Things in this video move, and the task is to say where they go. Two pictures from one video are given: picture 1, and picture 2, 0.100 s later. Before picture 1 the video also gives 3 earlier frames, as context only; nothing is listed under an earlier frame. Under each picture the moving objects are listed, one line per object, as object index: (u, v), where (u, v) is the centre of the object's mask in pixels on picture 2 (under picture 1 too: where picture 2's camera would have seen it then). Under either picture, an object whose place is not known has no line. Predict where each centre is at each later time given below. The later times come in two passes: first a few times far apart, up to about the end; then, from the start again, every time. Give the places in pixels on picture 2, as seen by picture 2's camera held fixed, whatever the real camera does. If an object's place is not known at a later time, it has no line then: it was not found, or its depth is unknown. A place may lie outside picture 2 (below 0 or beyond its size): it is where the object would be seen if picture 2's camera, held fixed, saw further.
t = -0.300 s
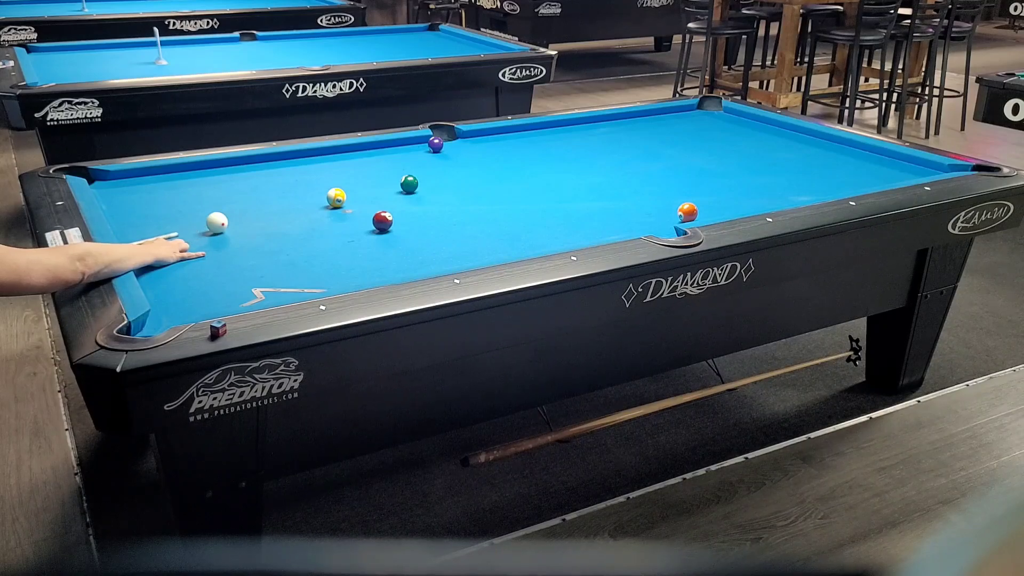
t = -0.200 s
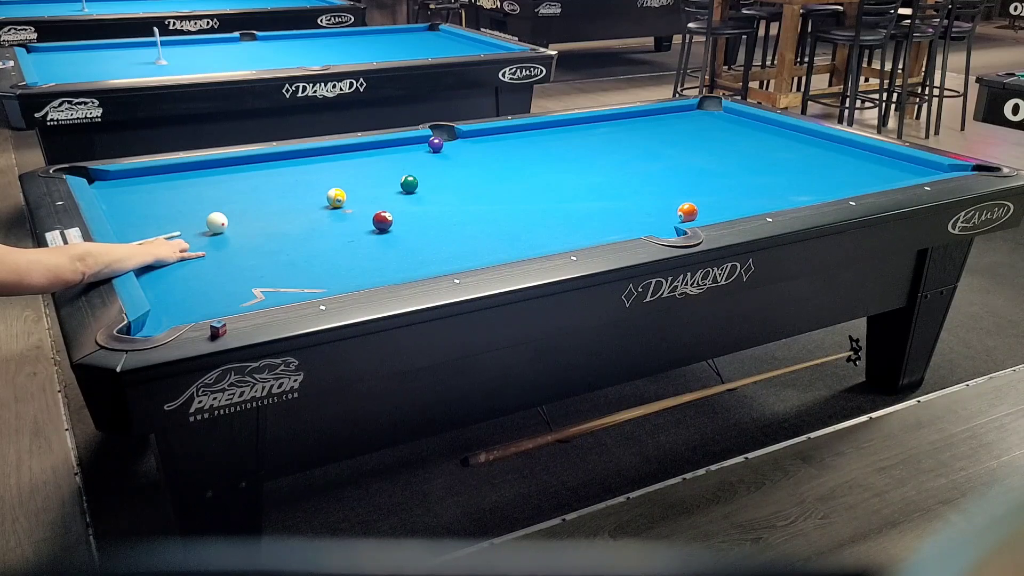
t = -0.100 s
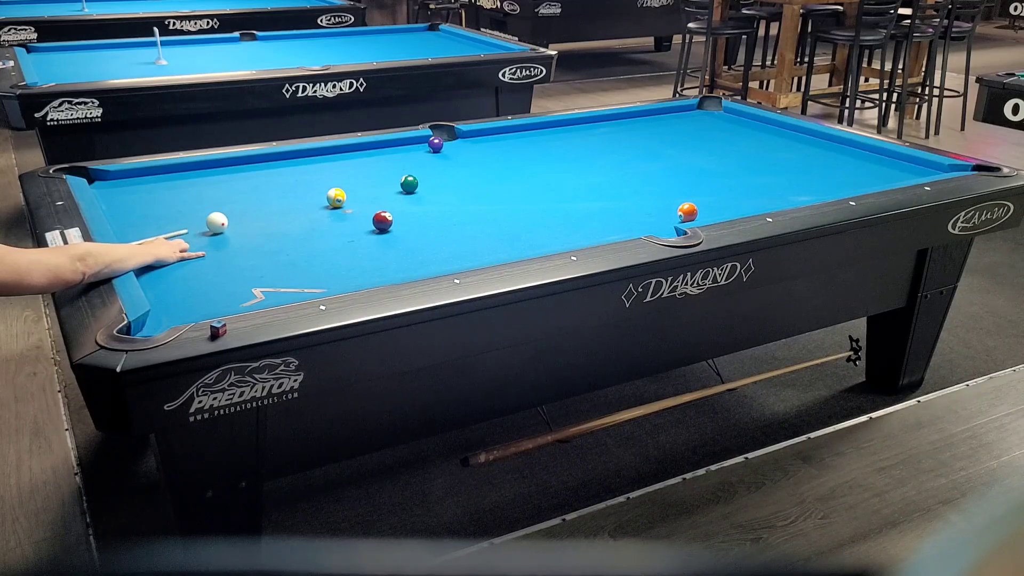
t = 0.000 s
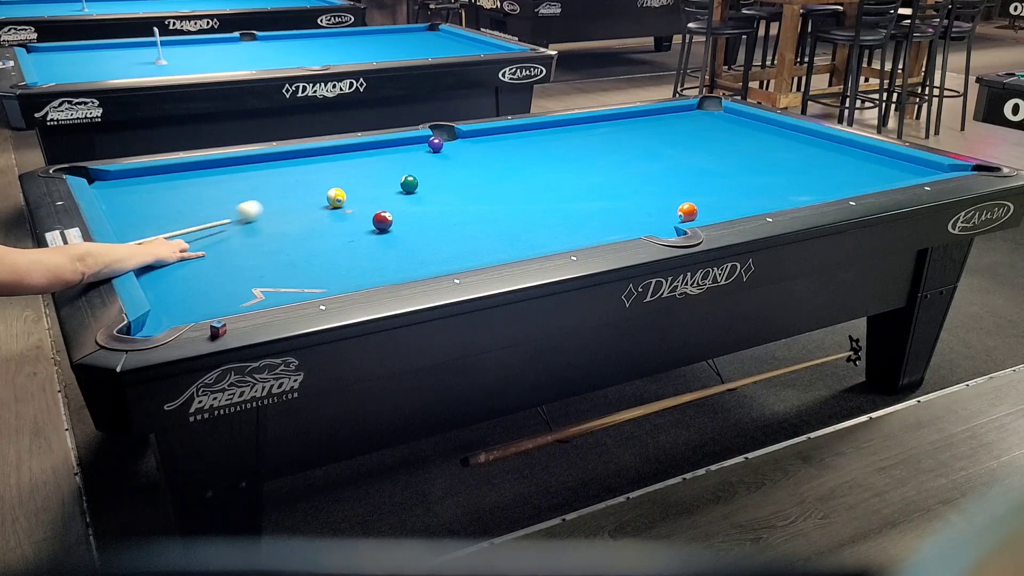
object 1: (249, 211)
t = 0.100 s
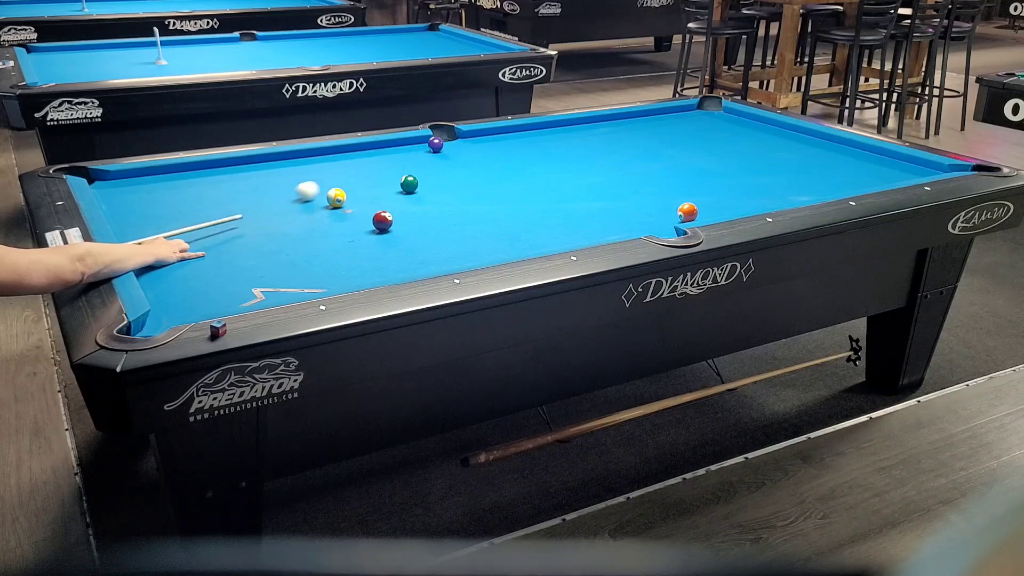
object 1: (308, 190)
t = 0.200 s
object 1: (352, 175)
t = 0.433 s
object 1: (431, 148)
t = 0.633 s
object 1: (472, 147)
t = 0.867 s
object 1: (520, 143)
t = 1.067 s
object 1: (558, 140)
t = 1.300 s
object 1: (601, 136)
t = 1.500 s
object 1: (635, 133)
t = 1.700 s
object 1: (667, 130)
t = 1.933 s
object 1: (702, 127)
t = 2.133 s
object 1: (731, 125)
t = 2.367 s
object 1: (763, 122)
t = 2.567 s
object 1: (762, 124)
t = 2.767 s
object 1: (753, 127)
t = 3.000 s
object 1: (743, 131)
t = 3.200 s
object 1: (734, 134)
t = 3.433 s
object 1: (724, 138)
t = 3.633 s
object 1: (716, 141)
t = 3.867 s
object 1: (707, 144)
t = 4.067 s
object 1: (700, 147)
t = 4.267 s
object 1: (693, 149)
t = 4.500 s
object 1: (686, 152)
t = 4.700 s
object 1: (680, 155)
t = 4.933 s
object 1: (674, 157)
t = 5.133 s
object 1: (669, 159)
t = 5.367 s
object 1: (664, 161)
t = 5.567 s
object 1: (661, 163)
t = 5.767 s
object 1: (658, 164)
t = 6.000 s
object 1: (655, 165)
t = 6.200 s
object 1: (653, 167)
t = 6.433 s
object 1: (652, 168)
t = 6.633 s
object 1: (651, 168)
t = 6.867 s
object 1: (650, 168)
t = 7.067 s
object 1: (650, 168)
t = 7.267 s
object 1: (650, 168)
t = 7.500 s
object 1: (650, 168)
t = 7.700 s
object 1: (650, 168)
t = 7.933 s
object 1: (650, 168)
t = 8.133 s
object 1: (650, 168)
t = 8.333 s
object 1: (650, 168)
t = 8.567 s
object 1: (650, 168)
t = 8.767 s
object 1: (650, 168)
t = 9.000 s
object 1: (650, 168)
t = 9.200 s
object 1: (650, 168)
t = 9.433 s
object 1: (650, 168)
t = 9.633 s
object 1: (650, 168)
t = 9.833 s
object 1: (650, 168)
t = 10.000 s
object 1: (650, 168)
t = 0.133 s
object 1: (323, 185)
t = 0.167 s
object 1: (339, 179)
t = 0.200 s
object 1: (352, 175)
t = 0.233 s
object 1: (364, 171)
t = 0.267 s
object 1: (377, 167)
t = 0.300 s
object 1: (388, 163)
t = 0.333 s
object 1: (399, 159)
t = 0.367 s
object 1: (410, 155)
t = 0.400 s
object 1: (421, 152)
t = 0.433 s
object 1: (431, 148)
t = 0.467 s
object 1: (438, 148)
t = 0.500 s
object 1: (444, 148)
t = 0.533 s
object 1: (451, 148)
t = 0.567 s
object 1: (458, 148)
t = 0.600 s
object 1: (465, 147)
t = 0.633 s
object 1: (472, 147)
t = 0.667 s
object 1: (479, 146)
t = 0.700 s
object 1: (486, 146)
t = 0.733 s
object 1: (493, 145)
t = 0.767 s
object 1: (500, 145)
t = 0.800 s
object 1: (506, 144)
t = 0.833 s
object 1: (513, 143)
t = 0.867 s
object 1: (520, 143)
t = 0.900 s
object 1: (526, 143)
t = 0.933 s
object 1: (533, 142)
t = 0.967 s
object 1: (539, 141)
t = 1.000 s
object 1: (545, 141)
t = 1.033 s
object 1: (552, 140)
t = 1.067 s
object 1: (558, 140)
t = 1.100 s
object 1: (565, 139)
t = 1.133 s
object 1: (571, 139)
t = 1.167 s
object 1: (577, 138)
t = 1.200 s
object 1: (583, 138)
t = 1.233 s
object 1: (589, 137)
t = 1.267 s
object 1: (595, 137)
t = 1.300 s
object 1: (601, 136)
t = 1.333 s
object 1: (606, 135)
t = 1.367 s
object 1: (612, 135)
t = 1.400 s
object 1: (618, 135)
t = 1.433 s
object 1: (624, 134)
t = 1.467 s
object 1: (629, 134)
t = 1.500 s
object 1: (635, 133)
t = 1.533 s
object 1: (640, 133)
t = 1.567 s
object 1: (645, 132)
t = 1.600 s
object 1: (651, 132)
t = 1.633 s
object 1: (656, 131)
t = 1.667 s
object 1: (662, 131)
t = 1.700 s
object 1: (667, 130)
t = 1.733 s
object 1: (672, 130)
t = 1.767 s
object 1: (677, 129)
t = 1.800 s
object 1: (682, 129)
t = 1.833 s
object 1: (687, 129)
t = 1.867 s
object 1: (692, 128)
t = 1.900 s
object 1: (697, 128)
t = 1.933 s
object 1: (702, 127)
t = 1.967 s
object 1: (707, 127)
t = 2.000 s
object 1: (712, 127)
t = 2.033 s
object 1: (717, 126)
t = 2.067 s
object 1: (722, 126)
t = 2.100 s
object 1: (726, 125)
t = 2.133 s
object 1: (731, 125)
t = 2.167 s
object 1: (736, 124)
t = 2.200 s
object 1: (740, 124)
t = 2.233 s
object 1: (745, 124)
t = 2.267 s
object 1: (750, 123)
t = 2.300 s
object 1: (754, 123)
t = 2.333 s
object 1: (758, 122)
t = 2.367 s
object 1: (763, 122)
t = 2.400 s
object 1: (767, 121)
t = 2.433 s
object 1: (768, 122)
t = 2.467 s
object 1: (767, 122)
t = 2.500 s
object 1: (765, 123)
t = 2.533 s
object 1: (763, 123)
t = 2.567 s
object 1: (762, 124)
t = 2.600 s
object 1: (761, 124)
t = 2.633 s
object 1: (759, 125)
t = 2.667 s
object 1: (758, 125)
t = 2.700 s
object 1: (756, 126)
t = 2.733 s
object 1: (754, 127)
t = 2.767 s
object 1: (753, 127)
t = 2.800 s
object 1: (751, 128)
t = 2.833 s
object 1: (750, 128)
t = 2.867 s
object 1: (748, 129)
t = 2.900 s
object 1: (747, 129)
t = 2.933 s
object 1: (746, 130)
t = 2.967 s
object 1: (744, 130)
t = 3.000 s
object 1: (743, 131)
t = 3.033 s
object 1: (741, 131)
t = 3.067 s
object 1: (740, 132)
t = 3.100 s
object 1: (738, 132)
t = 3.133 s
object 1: (737, 133)
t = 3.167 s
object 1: (735, 133)
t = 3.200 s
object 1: (734, 134)
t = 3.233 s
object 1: (732, 135)
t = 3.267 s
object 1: (731, 135)
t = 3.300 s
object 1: (730, 135)
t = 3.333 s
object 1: (728, 136)
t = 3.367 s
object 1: (727, 137)
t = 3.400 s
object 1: (726, 137)
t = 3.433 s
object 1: (724, 138)
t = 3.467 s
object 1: (723, 138)
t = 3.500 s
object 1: (721, 139)
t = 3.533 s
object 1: (720, 139)
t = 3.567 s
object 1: (719, 140)
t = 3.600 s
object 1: (717, 140)
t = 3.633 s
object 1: (716, 141)
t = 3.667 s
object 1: (715, 141)
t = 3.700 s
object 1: (714, 142)
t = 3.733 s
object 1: (712, 142)
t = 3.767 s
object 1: (711, 143)
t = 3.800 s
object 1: (710, 143)
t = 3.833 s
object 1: (708, 144)
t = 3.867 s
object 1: (707, 144)
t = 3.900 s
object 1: (706, 145)
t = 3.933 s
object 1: (705, 145)
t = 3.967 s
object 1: (704, 145)
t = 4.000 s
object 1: (702, 146)
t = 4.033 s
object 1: (701, 146)
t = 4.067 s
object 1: (700, 147)
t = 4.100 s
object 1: (699, 147)
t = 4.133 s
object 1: (698, 147)
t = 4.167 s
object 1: (697, 148)
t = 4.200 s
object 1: (695, 149)
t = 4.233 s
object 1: (694, 149)
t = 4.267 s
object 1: (693, 149)
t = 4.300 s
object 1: (692, 150)
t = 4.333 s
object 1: (691, 150)
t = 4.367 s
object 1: (690, 151)
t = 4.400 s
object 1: (689, 151)
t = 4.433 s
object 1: (688, 151)
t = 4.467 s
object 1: (687, 152)
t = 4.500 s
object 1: (686, 152)
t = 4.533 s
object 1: (685, 153)
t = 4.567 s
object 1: (684, 153)
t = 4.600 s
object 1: (683, 154)
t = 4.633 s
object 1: (682, 154)
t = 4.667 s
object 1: (681, 154)
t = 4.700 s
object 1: (680, 155)
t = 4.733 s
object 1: (679, 155)
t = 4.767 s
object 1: (678, 155)
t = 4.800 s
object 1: (678, 156)
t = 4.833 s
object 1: (677, 156)
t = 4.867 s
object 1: (676, 156)
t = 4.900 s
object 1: (675, 157)
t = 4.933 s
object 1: (674, 157)
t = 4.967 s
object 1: (673, 157)
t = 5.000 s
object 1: (672, 158)
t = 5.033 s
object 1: (671, 158)
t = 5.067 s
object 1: (671, 159)
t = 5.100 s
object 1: (670, 159)
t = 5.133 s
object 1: (669, 159)
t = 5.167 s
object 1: (668, 160)
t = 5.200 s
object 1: (668, 160)
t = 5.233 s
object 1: (667, 160)
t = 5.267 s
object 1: (666, 160)
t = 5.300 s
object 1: (666, 161)
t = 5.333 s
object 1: (665, 161)
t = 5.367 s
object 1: (664, 161)
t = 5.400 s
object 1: (663, 162)
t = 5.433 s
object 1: (663, 162)
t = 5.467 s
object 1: (662, 162)
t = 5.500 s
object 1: (662, 162)
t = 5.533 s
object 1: (661, 163)
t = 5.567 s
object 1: (661, 163)
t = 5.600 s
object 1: (660, 163)
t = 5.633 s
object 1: (660, 163)
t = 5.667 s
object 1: (659, 164)
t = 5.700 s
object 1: (659, 164)
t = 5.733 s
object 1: (658, 164)
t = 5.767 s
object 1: (658, 164)
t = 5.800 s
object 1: (657, 165)
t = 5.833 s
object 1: (657, 165)
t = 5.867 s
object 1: (657, 165)
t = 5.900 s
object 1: (656, 165)
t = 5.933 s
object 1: (656, 165)
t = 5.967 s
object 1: (655, 166)
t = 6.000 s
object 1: (655, 165)
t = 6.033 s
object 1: (655, 166)
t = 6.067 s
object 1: (655, 166)
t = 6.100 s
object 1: (654, 166)
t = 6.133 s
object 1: (654, 166)
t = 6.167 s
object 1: (654, 166)
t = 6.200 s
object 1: (653, 167)
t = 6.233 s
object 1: (653, 167)
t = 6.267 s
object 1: (653, 167)
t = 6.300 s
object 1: (652, 167)
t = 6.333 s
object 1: (652, 167)
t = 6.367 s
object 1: (652, 167)
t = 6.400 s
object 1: (652, 167)
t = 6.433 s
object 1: (652, 168)
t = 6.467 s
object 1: (651, 168)
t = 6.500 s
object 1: (651, 168)
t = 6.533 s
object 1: (651, 168)
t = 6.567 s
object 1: (651, 168)
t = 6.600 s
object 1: (651, 168)
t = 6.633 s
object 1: (651, 168)
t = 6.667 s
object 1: (651, 168)
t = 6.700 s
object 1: (651, 168)
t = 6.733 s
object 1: (651, 168)
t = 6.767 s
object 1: (650, 168)
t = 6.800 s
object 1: (651, 168)
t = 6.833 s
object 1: (650, 168)
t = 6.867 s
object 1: (650, 168)
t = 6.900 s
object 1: (650, 168)
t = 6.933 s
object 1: (650, 168)
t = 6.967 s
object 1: (650, 168)
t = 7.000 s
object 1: (650, 168)
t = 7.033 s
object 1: (650, 168)
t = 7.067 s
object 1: (650, 168)
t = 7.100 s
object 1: (650, 168)
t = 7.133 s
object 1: (650, 168)
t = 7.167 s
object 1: (650, 168)
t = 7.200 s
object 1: (650, 168)
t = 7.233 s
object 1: (650, 168)
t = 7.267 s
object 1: (650, 168)
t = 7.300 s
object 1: (650, 168)
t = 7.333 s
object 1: (650, 168)
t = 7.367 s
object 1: (650, 168)
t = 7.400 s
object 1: (650, 168)
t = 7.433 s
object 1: (650, 168)
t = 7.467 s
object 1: (650, 168)
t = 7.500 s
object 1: (650, 168)
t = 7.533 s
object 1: (650, 168)
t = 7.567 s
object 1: (650, 168)
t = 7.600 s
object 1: (650, 168)
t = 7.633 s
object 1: (650, 168)
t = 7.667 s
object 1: (650, 168)
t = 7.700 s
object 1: (650, 168)
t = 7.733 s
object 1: (650, 168)
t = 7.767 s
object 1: (650, 168)
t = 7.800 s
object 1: (650, 168)
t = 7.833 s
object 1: (650, 168)
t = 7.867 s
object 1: (650, 168)
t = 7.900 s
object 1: (650, 168)
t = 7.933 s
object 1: (650, 168)
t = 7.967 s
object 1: (650, 168)
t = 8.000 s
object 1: (650, 168)
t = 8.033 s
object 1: (650, 168)
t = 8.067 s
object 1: (650, 168)
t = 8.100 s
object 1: (650, 168)
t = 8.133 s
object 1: (650, 168)
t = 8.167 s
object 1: (650, 168)
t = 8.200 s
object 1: (650, 168)
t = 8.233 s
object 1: (650, 168)
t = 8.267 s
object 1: (650, 168)
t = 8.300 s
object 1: (650, 168)
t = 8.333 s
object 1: (650, 168)
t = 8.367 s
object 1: (650, 168)
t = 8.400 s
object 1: (650, 168)
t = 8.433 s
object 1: (650, 168)
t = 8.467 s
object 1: (650, 168)
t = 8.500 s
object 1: (650, 168)
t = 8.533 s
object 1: (650, 168)
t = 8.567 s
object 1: (650, 168)
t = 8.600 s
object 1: (650, 168)
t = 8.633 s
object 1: (650, 168)
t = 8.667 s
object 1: (650, 168)
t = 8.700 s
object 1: (650, 168)
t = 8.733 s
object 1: (650, 168)
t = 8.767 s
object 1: (650, 168)
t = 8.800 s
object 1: (650, 168)
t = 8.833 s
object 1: (650, 168)
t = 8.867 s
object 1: (650, 168)
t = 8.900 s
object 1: (650, 168)
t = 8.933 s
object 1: (650, 168)
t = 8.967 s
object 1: (650, 168)
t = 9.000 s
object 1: (650, 168)
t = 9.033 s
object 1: (650, 168)
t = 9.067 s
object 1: (650, 168)
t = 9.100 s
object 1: (650, 168)
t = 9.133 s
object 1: (650, 168)
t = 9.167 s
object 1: (650, 168)
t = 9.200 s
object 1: (650, 168)
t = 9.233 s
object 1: (650, 168)
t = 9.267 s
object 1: (650, 168)
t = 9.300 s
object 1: (650, 168)
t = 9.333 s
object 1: (650, 168)
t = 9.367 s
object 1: (650, 168)
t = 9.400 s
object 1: (650, 168)
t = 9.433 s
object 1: (650, 168)
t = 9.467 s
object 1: (650, 168)
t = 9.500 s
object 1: (650, 168)
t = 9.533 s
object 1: (650, 168)
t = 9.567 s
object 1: (650, 168)
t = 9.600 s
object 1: (650, 168)
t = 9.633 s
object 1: (650, 168)
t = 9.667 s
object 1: (650, 168)
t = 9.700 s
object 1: (650, 168)
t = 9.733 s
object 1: (650, 168)
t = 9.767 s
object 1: (650, 168)
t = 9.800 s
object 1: (650, 168)
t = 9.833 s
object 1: (650, 168)
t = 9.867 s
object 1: (650, 168)
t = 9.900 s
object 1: (650, 168)
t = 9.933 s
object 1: (650, 168)
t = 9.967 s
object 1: (650, 168)
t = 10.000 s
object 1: (650, 168)
